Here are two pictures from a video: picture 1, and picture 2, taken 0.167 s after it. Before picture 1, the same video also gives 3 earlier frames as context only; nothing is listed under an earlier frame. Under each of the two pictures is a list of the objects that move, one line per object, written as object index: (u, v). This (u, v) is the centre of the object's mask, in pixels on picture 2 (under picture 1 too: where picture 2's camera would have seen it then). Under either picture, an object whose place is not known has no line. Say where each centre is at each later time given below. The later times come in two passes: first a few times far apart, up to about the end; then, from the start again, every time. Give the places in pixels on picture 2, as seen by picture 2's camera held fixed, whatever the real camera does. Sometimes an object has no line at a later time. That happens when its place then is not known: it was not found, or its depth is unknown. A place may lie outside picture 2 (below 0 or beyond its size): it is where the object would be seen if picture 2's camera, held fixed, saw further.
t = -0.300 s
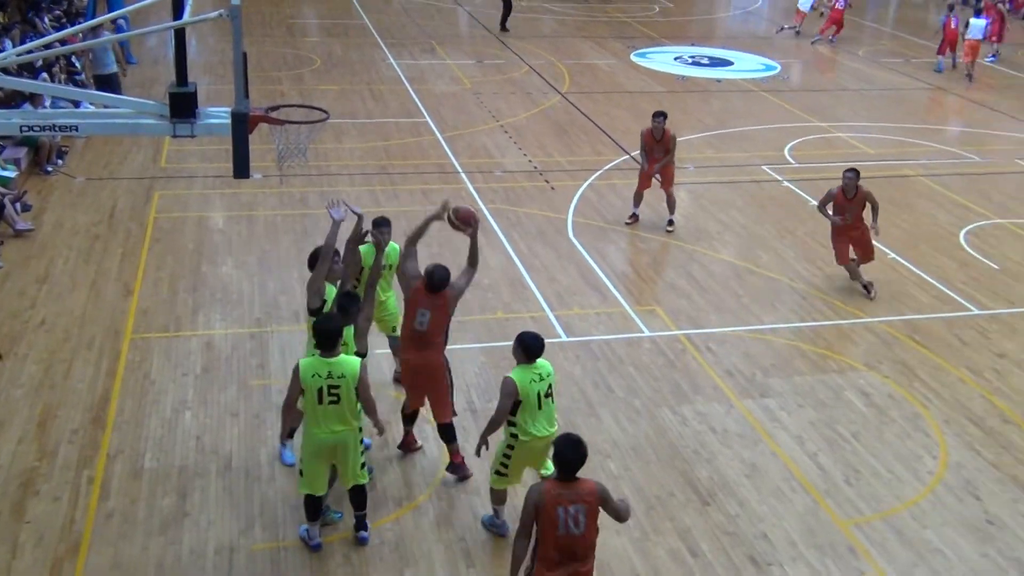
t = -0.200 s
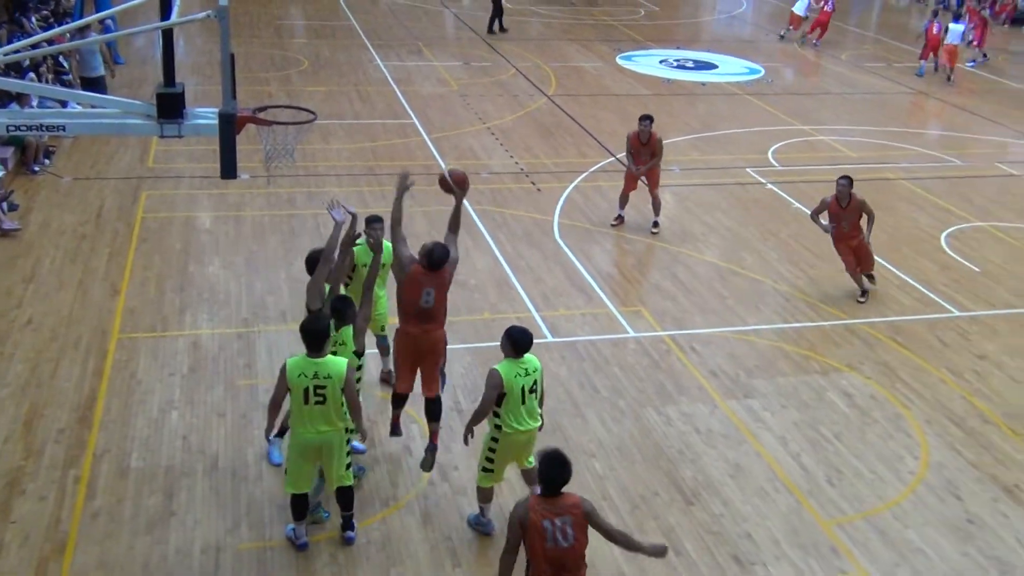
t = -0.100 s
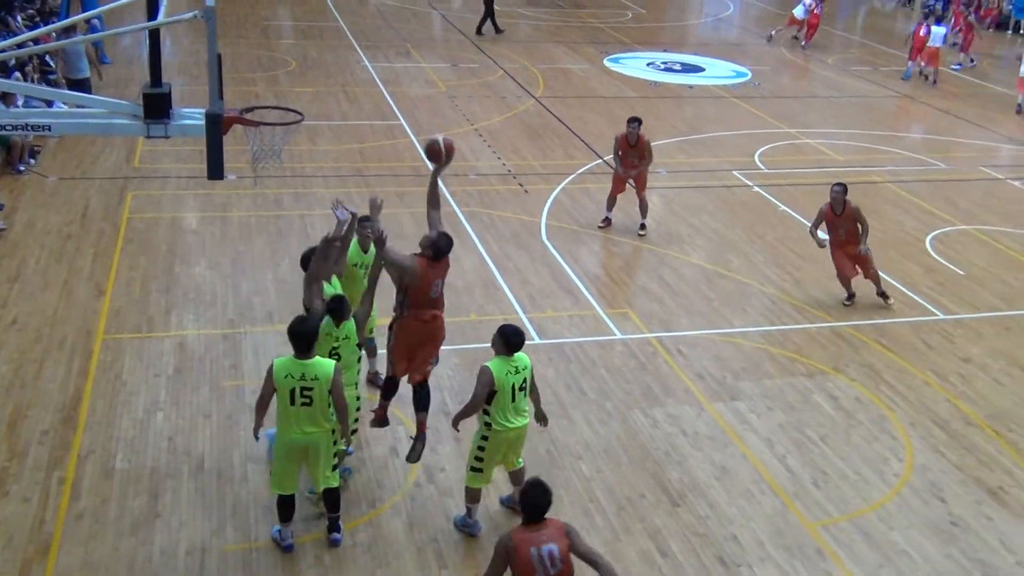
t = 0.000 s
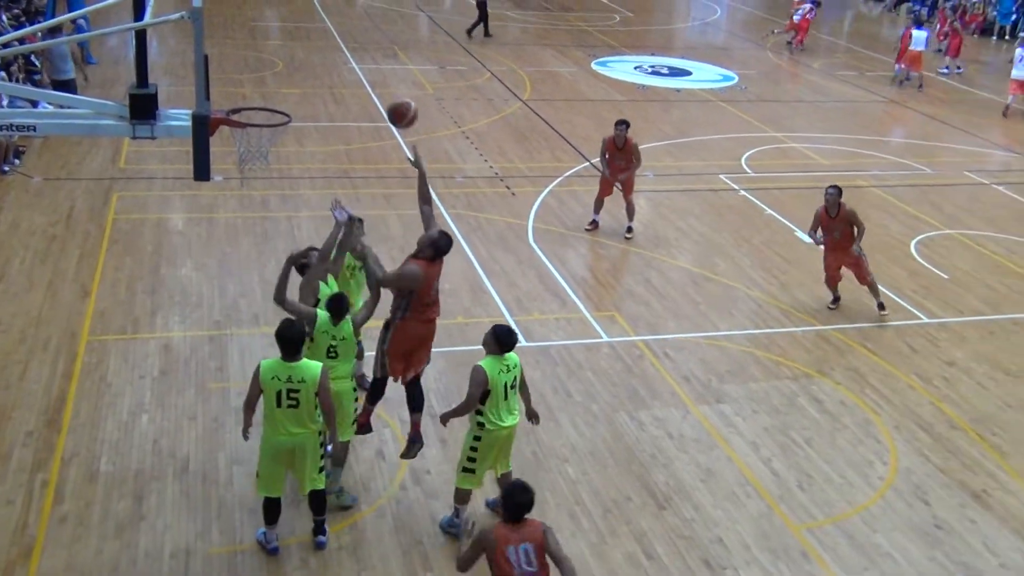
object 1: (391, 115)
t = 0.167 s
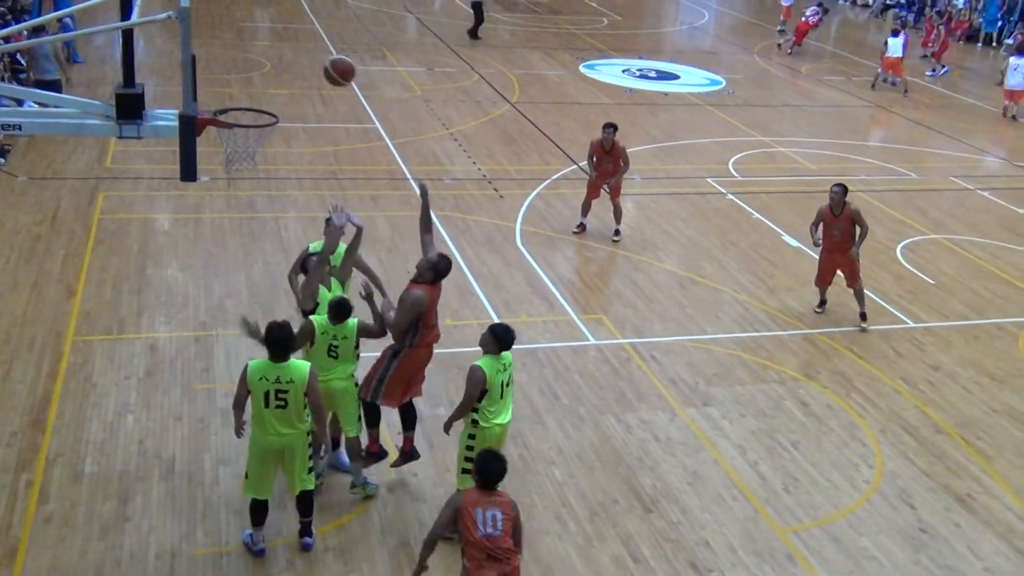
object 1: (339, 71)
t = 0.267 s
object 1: (307, 60)
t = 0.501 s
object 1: (233, 88)
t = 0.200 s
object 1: (328, 66)
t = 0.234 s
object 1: (318, 62)
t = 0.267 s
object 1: (307, 60)
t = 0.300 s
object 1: (297, 60)
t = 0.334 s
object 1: (286, 60)
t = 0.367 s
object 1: (276, 63)
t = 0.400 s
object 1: (265, 68)
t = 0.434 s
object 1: (254, 74)
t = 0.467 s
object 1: (243, 81)
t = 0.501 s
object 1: (233, 88)
